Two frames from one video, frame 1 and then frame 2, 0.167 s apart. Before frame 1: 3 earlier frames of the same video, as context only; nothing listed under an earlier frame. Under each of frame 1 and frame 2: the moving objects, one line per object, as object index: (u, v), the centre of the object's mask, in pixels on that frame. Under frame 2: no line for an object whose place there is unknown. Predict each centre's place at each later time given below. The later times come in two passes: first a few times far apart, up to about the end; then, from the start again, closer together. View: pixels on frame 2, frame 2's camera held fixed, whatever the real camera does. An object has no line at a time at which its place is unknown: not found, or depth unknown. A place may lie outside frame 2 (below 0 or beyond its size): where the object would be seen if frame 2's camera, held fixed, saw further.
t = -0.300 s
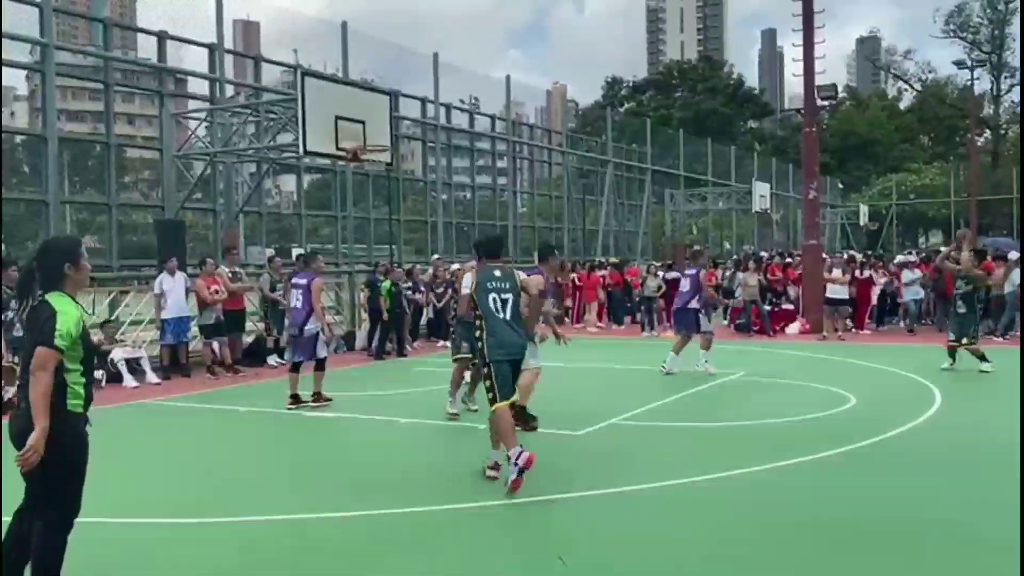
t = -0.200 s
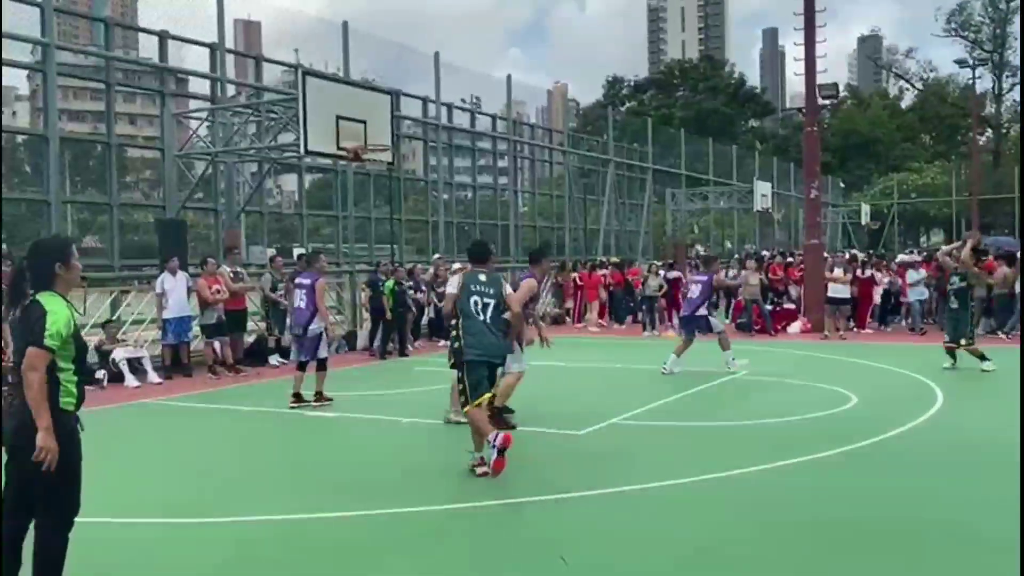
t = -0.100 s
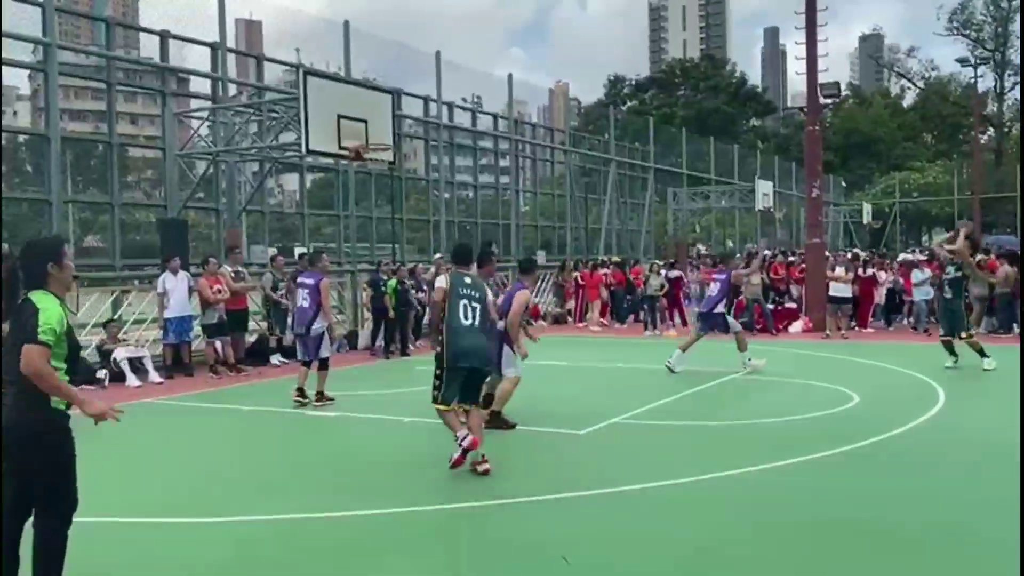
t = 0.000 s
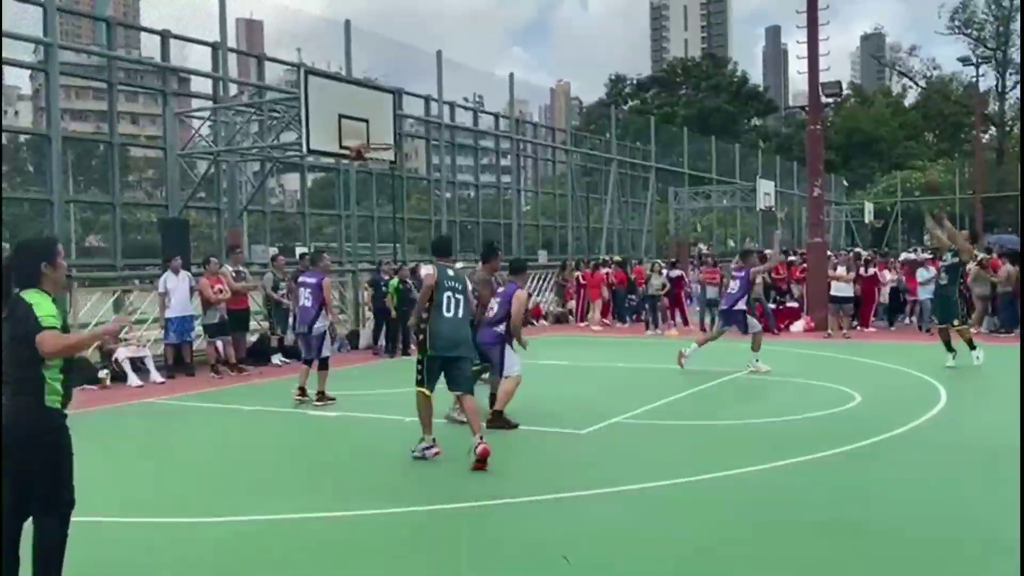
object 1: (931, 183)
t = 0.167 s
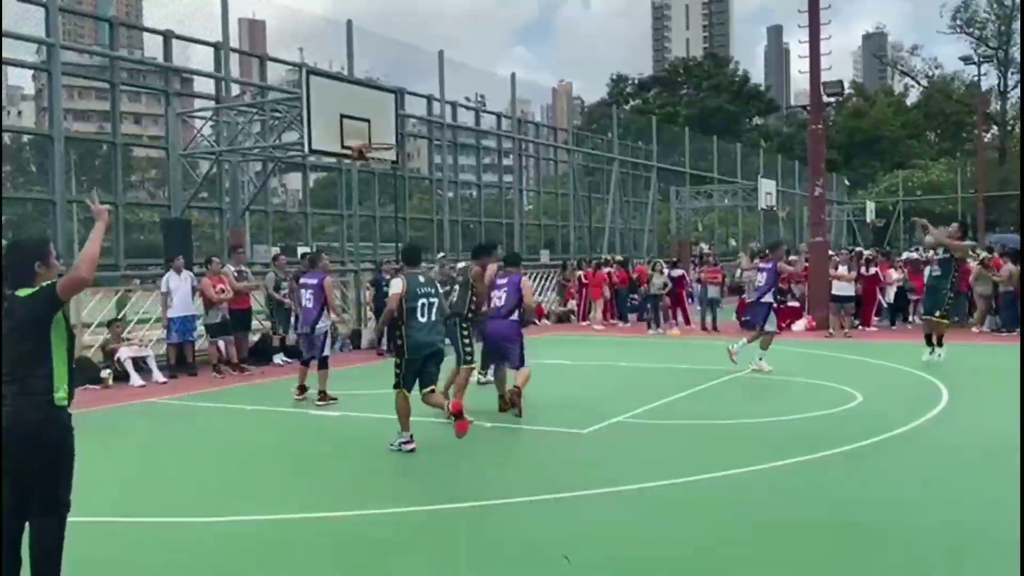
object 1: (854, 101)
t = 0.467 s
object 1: (728, 32)
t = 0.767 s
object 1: (600, 25)
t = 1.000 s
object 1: (502, 70)
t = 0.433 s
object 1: (742, 37)
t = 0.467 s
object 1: (728, 32)
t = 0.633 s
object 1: (656, 20)
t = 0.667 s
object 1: (642, 19)
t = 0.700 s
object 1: (628, 20)
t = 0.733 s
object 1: (614, 22)
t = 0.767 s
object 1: (600, 25)
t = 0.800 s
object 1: (586, 29)
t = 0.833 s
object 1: (571, 33)
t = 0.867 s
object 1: (557, 38)
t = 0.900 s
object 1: (543, 45)
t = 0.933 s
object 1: (530, 52)
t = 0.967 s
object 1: (516, 60)
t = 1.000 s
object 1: (502, 70)
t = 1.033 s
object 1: (488, 79)
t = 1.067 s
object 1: (475, 90)
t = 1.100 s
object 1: (461, 102)
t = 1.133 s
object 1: (448, 113)
